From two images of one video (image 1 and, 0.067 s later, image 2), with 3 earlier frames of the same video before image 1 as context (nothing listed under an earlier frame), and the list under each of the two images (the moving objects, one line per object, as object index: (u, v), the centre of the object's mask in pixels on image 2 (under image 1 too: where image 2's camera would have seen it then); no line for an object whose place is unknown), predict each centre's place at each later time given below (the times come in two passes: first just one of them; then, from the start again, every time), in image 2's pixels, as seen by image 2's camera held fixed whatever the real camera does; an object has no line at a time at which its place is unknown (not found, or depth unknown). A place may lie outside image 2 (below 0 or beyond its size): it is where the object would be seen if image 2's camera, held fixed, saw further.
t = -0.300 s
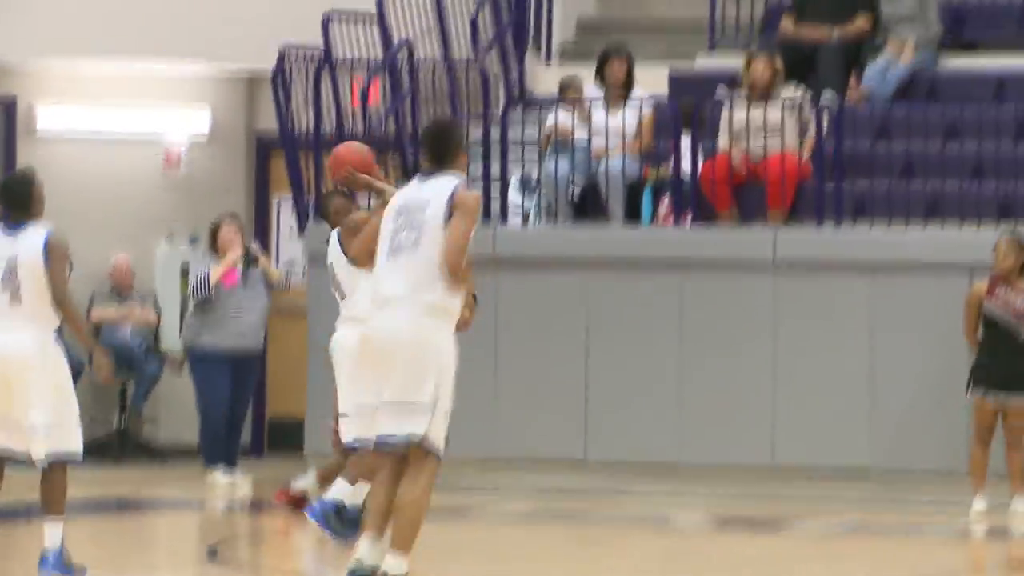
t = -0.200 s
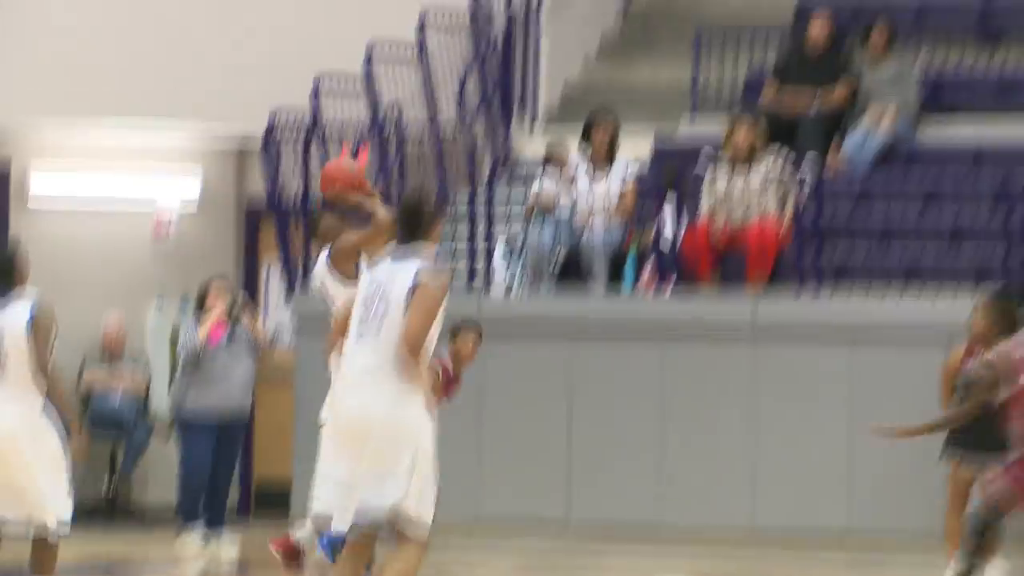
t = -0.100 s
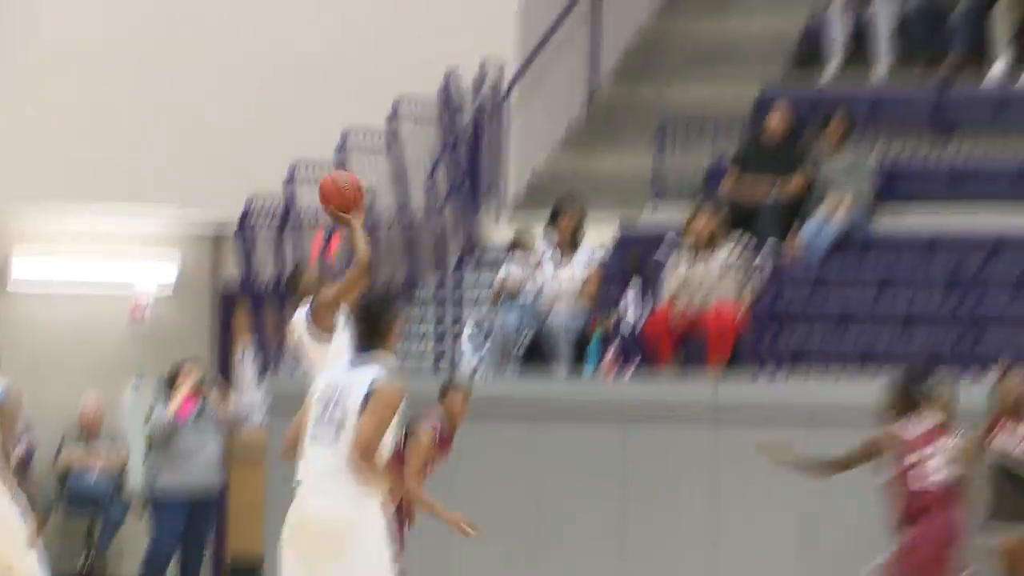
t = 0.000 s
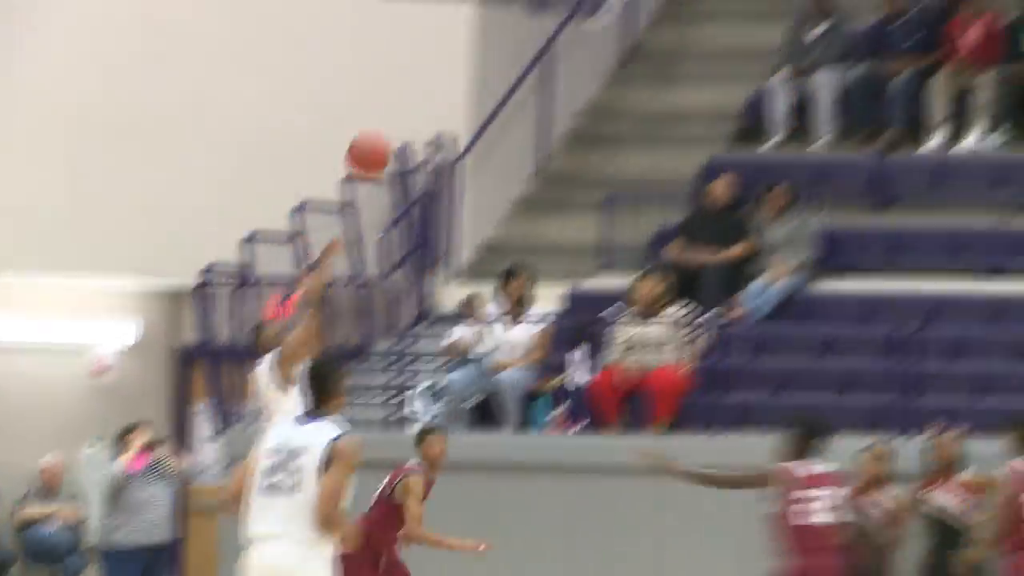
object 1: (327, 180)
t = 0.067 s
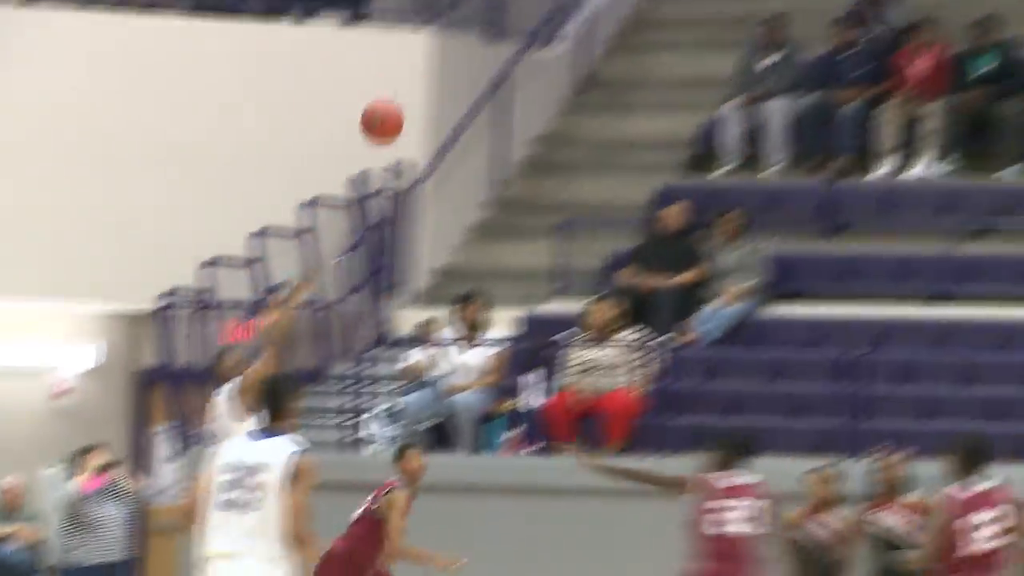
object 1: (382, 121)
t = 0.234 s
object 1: (517, 5)
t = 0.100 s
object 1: (409, 95)
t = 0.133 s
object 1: (437, 69)
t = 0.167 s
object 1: (463, 45)
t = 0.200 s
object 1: (490, 25)
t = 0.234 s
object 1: (517, 5)
